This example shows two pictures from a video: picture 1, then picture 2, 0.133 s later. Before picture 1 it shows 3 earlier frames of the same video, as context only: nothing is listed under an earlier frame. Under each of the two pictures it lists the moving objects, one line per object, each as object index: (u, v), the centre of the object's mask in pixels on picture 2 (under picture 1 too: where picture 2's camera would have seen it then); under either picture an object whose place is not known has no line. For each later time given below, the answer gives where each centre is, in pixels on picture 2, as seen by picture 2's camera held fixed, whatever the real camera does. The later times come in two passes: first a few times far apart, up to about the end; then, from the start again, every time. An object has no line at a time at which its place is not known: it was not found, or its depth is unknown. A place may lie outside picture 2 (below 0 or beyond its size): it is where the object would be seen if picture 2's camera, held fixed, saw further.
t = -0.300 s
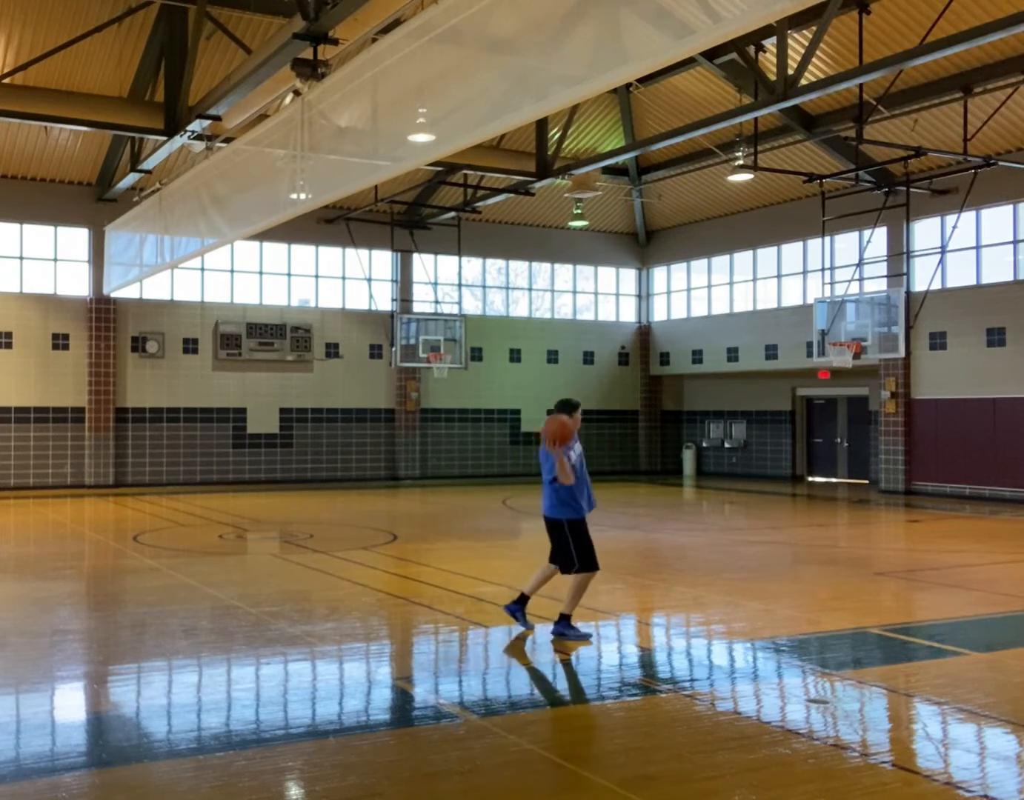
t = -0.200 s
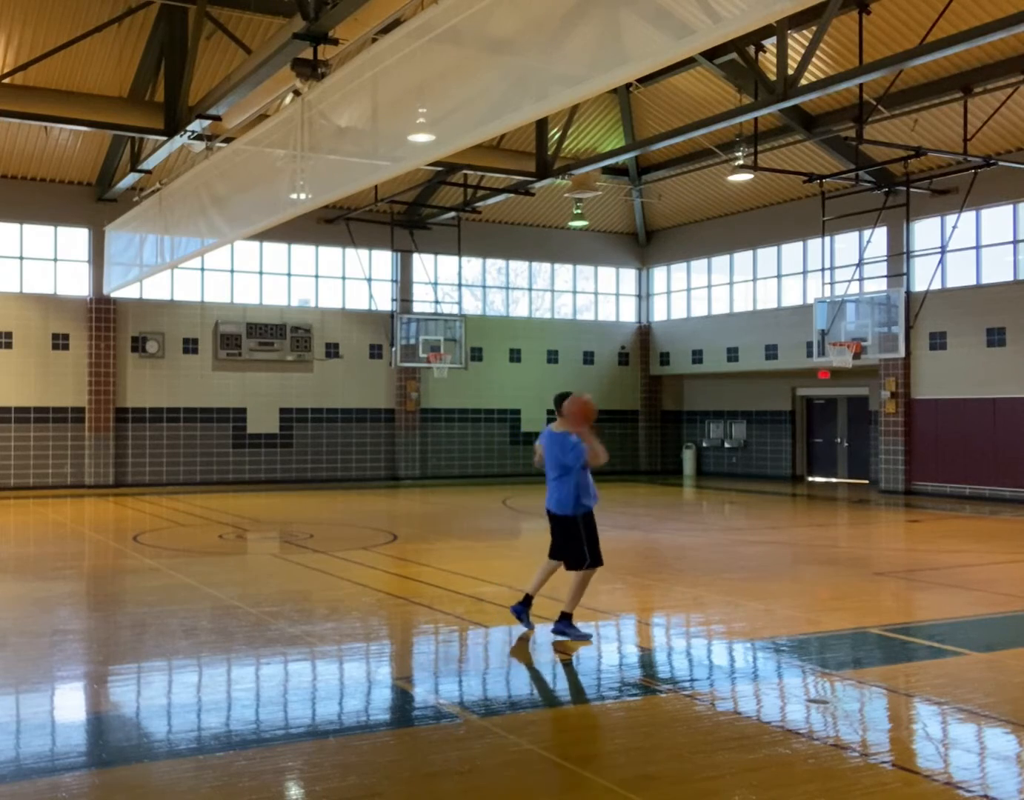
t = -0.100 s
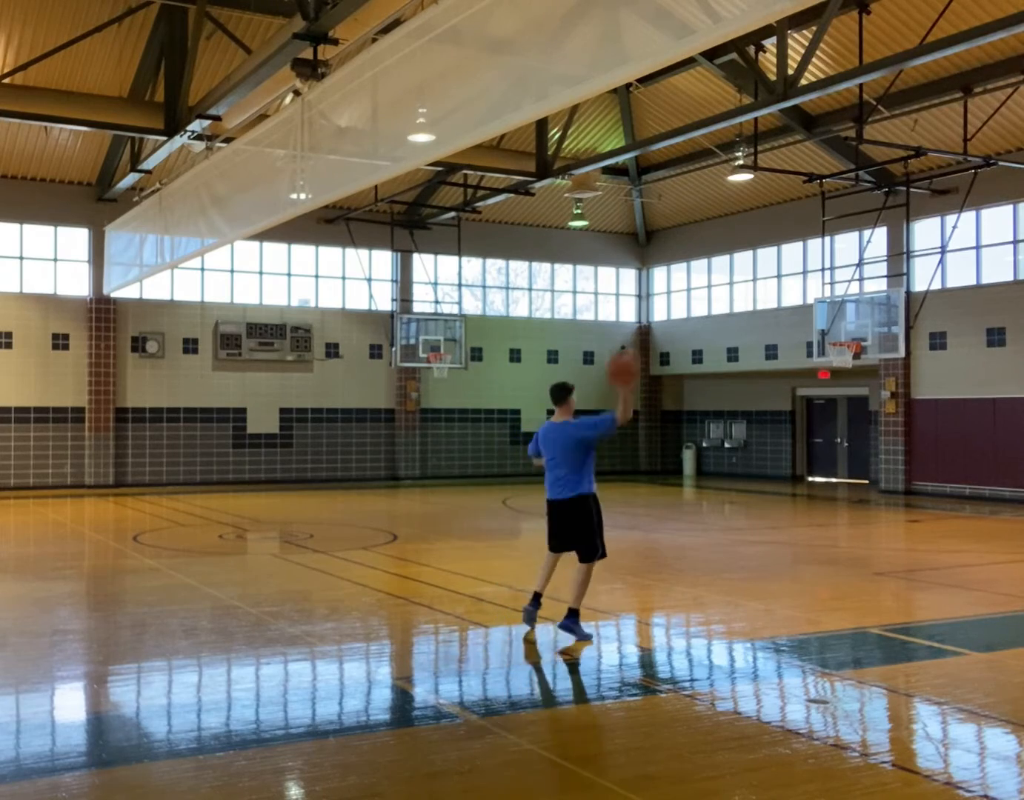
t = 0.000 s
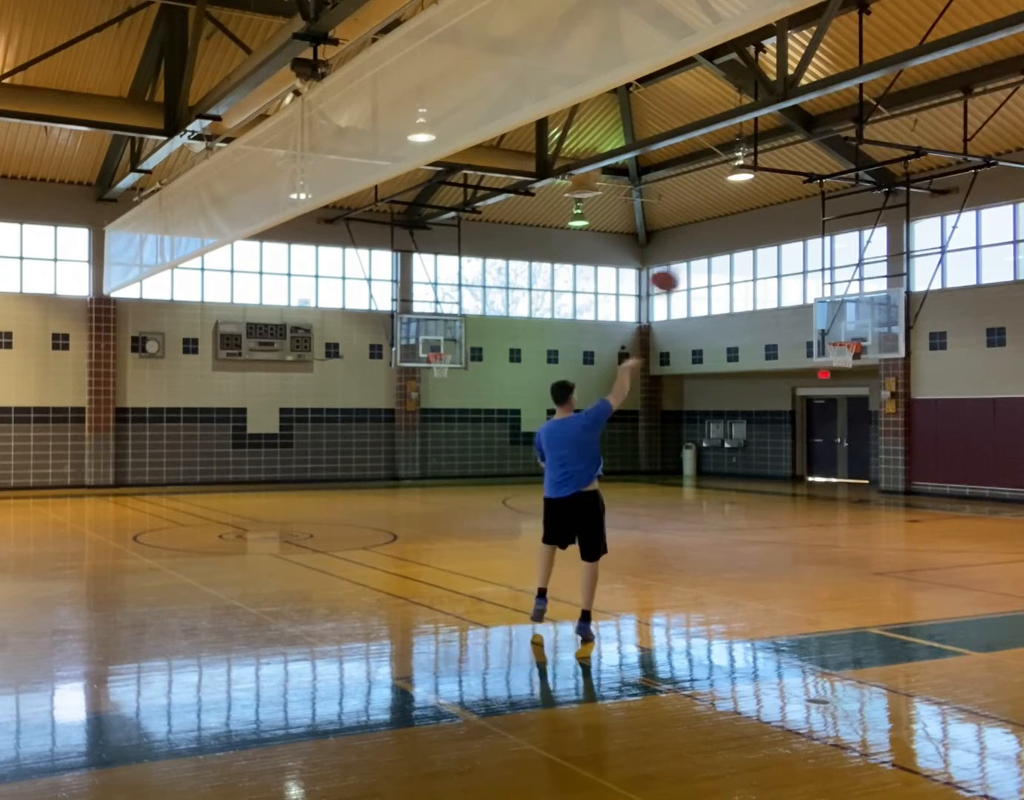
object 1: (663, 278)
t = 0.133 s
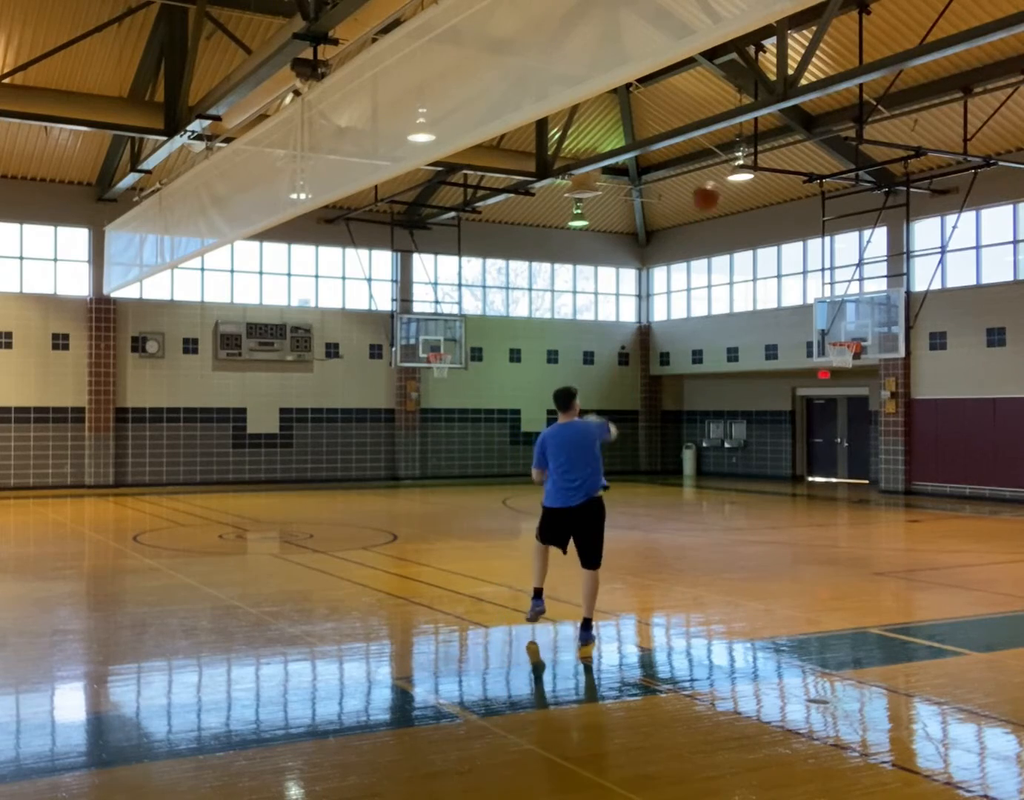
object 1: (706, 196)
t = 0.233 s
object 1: (729, 157)
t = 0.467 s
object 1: (770, 120)
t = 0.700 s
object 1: (798, 131)
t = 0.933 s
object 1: (817, 175)
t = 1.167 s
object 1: (829, 240)
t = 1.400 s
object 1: (837, 321)
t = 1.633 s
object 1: (853, 408)
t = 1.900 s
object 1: (873, 490)
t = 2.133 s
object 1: (884, 426)
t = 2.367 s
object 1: (898, 390)
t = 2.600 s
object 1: (909, 384)
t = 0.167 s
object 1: (714, 182)
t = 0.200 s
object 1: (721, 169)
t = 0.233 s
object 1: (729, 157)
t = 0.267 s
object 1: (736, 148)
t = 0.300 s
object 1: (743, 141)
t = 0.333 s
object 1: (749, 133)
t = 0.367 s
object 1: (754, 129)
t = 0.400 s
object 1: (760, 125)
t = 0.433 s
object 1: (766, 122)
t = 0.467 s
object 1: (770, 120)
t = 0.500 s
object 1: (775, 119)
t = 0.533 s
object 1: (780, 119)
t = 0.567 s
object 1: (783, 120)
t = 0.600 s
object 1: (787, 122)
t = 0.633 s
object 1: (791, 124)
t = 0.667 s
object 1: (795, 127)
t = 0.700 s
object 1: (798, 131)
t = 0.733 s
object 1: (800, 136)
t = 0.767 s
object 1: (804, 141)
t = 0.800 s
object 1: (807, 145)
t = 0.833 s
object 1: (809, 152)
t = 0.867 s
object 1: (812, 159)
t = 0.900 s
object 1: (814, 167)
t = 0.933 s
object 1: (817, 175)
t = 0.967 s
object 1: (819, 183)
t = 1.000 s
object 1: (821, 191)
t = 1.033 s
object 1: (822, 196)
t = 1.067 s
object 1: (824, 209)
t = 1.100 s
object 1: (826, 218)
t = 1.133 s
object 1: (827, 229)
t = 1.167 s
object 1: (829, 240)
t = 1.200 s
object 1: (831, 251)
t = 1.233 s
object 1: (832, 263)
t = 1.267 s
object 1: (833, 273)
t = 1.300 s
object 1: (834, 285)
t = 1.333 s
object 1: (835, 298)
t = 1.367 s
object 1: (836, 308)
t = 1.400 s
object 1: (837, 321)
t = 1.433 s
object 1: (838, 335)
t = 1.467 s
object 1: (839, 346)
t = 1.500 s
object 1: (842, 357)
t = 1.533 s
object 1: (846, 370)
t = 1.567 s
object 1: (847, 381)
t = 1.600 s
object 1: (850, 395)
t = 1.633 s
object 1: (853, 408)
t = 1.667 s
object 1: (855, 420)
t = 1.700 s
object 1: (858, 434)
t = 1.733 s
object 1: (861, 449)
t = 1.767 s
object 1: (864, 465)
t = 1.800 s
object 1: (867, 480)
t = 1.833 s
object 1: (869, 497)
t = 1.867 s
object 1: (871, 500)
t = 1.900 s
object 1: (873, 490)
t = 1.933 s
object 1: (875, 479)
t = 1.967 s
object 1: (876, 469)
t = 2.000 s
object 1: (877, 459)
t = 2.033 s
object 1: (879, 449)
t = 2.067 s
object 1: (882, 441)
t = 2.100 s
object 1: (884, 433)
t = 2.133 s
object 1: (884, 426)
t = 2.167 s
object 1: (886, 419)
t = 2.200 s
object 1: (889, 409)
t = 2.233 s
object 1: (892, 407)
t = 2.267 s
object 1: (893, 401)
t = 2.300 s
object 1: (895, 396)
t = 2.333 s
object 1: (897, 392)
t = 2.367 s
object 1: (898, 390)
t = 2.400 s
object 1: (900, 386)
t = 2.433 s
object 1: (902, 385)
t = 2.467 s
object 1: (903, 383)
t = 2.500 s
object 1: (904, 382)
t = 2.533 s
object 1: (906, 382)
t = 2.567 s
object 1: (907, 383)
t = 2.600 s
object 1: (909, 384)
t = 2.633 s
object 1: (913, 385)
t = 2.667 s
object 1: (915, 387)
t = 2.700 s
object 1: (917, 392)
